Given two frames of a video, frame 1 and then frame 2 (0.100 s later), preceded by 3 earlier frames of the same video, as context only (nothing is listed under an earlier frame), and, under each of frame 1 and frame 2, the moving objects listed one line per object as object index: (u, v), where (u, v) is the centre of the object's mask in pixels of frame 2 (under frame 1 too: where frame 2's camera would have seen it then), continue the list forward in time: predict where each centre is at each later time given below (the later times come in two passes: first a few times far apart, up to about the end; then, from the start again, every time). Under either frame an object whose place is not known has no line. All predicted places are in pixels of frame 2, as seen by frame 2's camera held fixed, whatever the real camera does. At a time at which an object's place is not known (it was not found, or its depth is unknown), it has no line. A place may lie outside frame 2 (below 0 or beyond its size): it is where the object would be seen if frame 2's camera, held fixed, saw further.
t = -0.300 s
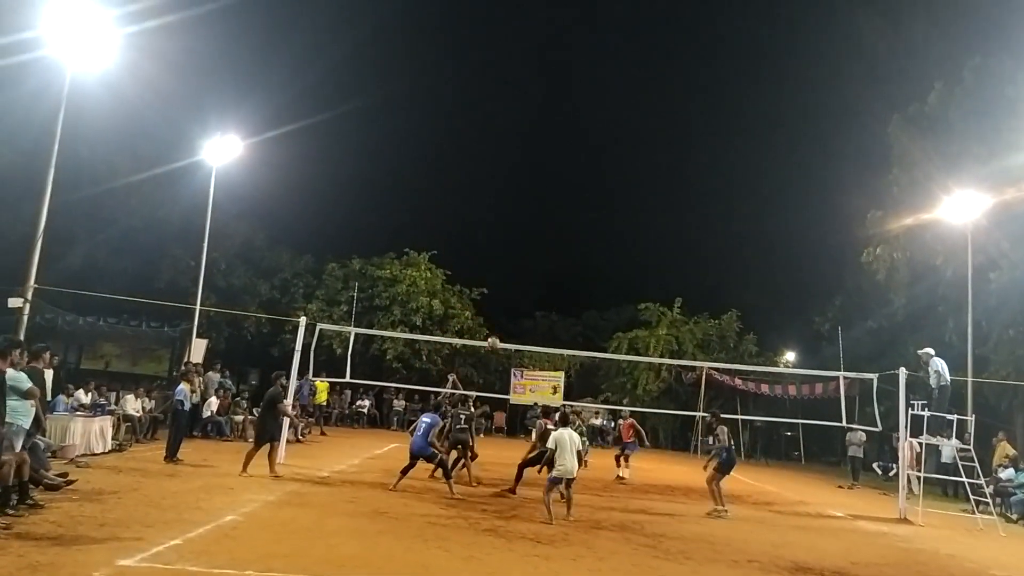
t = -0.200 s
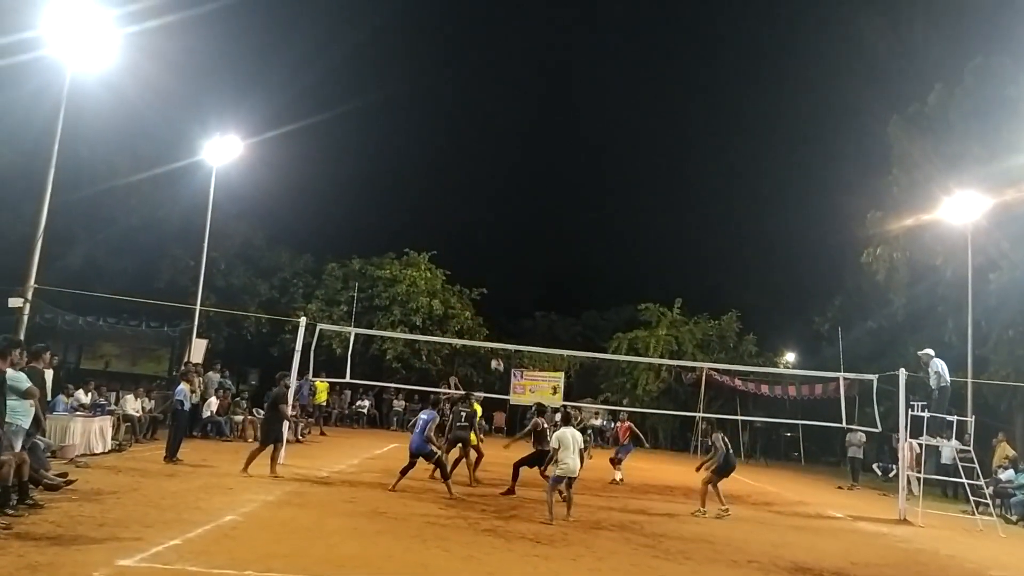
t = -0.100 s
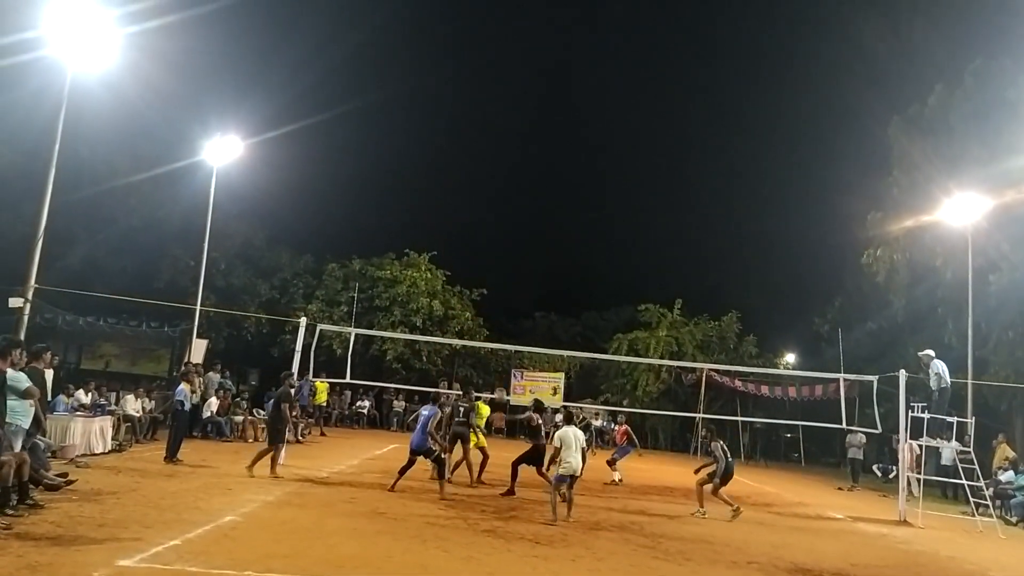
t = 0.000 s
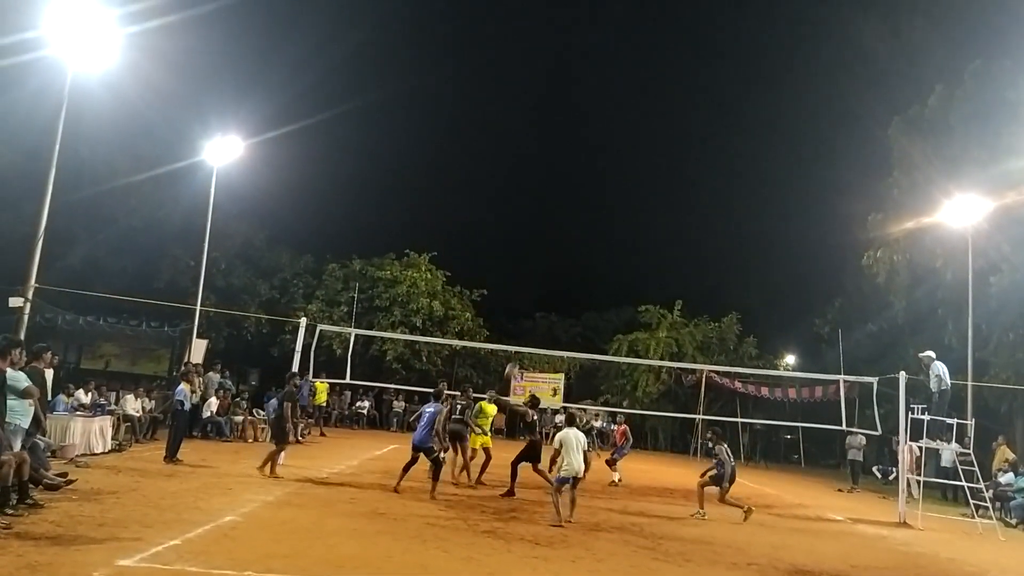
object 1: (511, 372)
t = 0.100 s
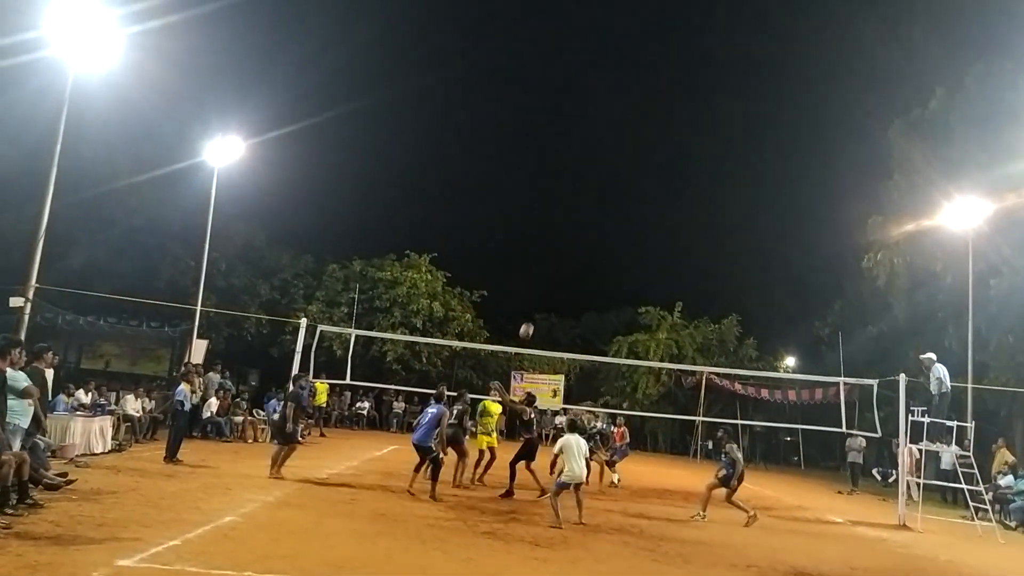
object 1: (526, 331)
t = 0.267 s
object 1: (549, 277)
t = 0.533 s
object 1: (581, 226)
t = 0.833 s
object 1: (614, 217)
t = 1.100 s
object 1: (638, 251)
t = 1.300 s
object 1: (652, 303)
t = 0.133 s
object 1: (531, 319)
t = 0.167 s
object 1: (536, 307)
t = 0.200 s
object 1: (540, 297)
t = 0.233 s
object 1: (544, 287)
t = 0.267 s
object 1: (549, 277)
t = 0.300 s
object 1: (553, 268)
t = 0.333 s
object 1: (557, 260)
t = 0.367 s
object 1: (561, 253)
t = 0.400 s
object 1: (565, 246)
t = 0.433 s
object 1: (569, 241)
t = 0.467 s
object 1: (574, 235)
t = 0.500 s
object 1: (577, 230)
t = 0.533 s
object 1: (581, 226)
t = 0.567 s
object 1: (585, 222)
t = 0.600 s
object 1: (589, 219)
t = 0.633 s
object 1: (592, 217)
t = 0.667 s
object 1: (596, 215)
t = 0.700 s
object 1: (600, 214)
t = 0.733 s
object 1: (603, 214)
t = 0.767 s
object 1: (607, 214)
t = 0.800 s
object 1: (610, 215)
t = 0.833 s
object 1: (614, 217)
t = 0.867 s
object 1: (617, 219)
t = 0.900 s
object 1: (620, 222)
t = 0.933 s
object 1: (623, 225)
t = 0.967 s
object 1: (626, 229)
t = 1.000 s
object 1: (629, 233)
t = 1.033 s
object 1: (632, 238)
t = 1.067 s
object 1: (635, 244)
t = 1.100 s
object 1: (638, 251)
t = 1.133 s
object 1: (640, 258)
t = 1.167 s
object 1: (643, 266)
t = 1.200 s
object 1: (645, 275)
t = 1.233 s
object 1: (647, 283)
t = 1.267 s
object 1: (650, 293)
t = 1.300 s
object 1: (652, 303)
